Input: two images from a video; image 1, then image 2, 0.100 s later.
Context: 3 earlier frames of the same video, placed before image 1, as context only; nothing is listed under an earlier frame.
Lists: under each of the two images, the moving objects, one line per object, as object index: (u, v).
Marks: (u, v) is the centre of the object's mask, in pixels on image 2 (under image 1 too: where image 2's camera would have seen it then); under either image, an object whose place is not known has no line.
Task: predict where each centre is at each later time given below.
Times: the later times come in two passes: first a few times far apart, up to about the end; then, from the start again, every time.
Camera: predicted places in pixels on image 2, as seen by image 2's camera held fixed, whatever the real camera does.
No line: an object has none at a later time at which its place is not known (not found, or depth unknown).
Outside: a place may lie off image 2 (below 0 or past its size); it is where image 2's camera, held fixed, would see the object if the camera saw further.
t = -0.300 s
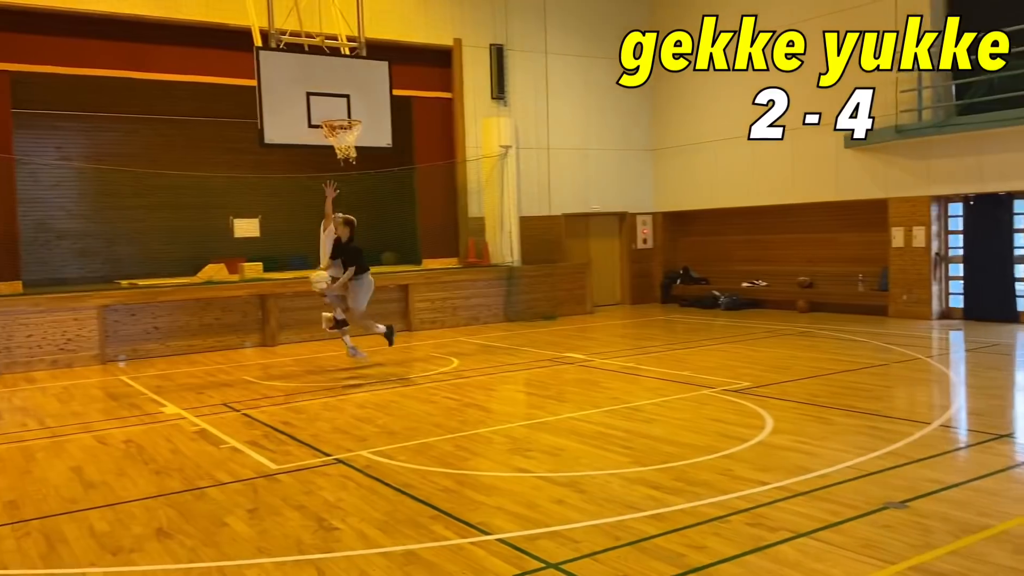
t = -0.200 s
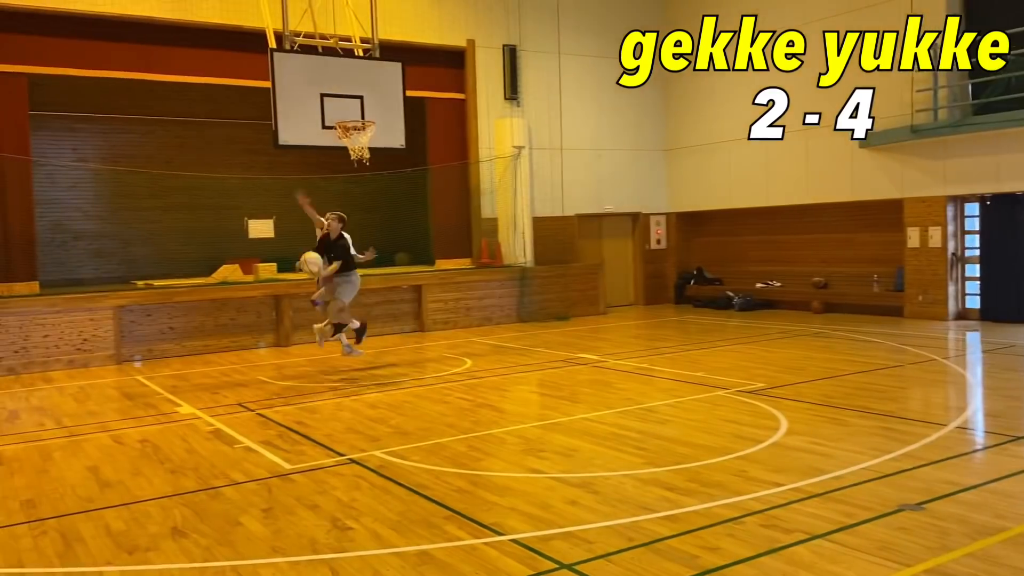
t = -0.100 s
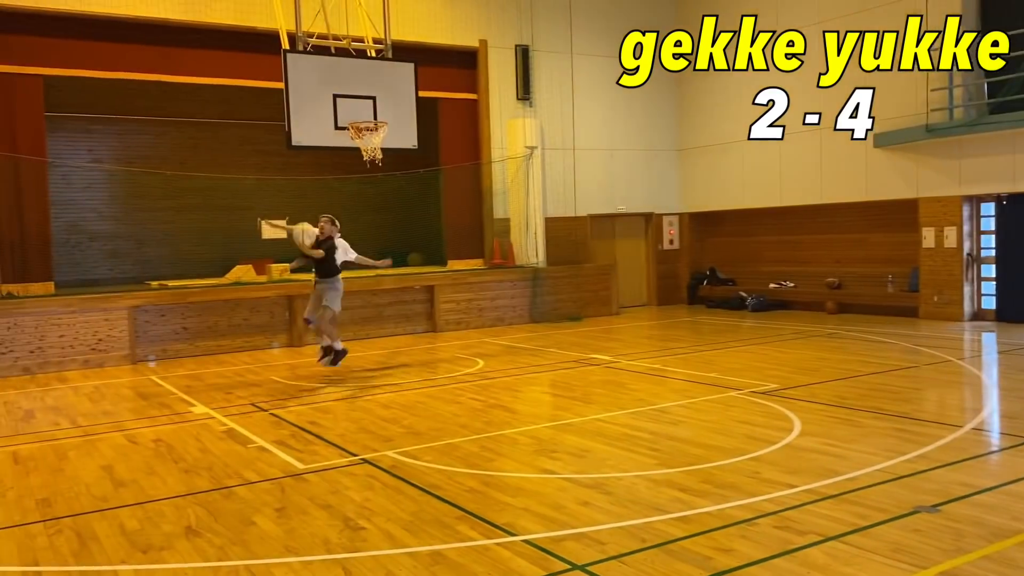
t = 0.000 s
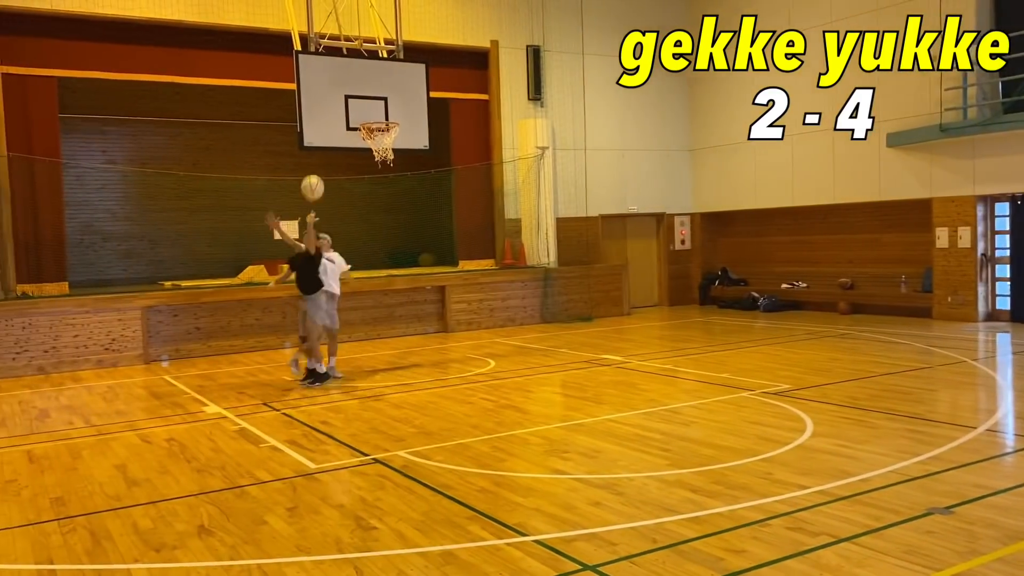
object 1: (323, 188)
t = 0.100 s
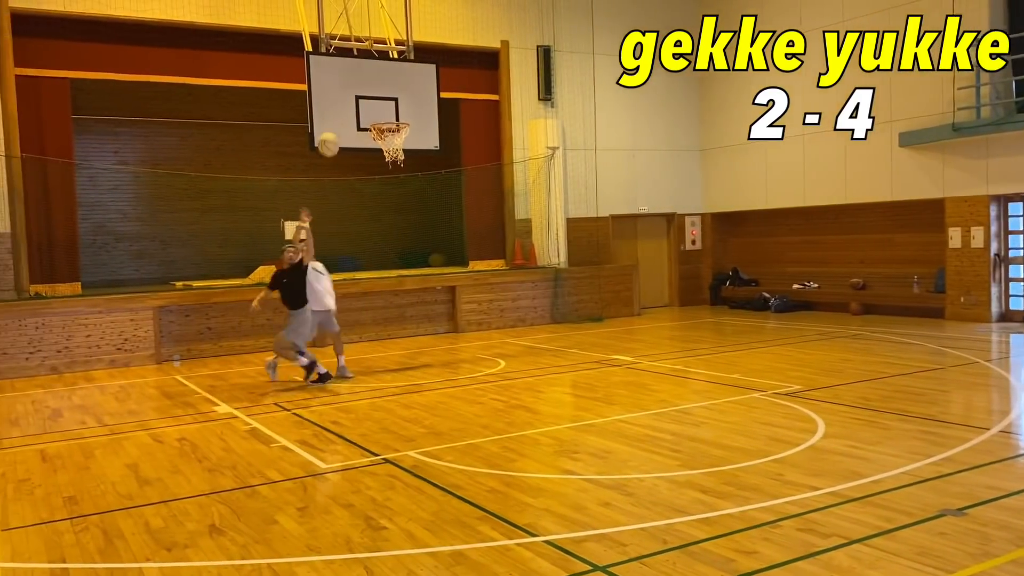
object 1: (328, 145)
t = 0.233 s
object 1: (335, 103)
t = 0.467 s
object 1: (348, 71)
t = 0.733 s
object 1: (379, 92)
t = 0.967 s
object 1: (402, 105)
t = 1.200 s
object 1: (420, 124)
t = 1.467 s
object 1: (449, 208)
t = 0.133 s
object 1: (330, 130)
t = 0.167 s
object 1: (331, 121)
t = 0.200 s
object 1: (333, 111)
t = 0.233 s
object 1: (335, 103)
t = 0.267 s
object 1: (337, 95)
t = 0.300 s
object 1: (339, 88)
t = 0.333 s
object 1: (341, 83)
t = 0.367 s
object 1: (343, 79)
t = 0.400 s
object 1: (345, 75)
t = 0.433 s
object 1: (347, 72)
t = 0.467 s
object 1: (348, 71)
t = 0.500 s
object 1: (350, 72)
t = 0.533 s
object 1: (352, 72)
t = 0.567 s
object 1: (355, 73)
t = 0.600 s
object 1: (360, 76)
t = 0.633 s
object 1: (365, 77)
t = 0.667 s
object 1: (369, 81)
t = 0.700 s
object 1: (375, 86)
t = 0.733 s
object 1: (379, 92)
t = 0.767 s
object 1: (383, 98)
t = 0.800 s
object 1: (388, 106)
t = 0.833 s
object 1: (393, 113)
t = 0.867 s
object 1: (395, 110)
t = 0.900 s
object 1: (397, 108)
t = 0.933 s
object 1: (399, 106)
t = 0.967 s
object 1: (402, 105)
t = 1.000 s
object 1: (404, 105)
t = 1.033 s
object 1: (407, 105)
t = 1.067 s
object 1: (409, 107)
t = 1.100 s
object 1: (413, 111)
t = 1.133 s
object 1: (415, 114)
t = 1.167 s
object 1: (418, 118)
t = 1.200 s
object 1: (420, 124)
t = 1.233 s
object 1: (423, 131)
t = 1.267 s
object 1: (427, 139)
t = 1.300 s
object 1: (430, 148)
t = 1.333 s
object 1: (434, 159)
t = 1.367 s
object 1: (437, 169)
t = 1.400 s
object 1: (441, 181)
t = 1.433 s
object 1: (445, 194)
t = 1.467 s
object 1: (449, 208)
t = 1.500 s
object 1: (452, 224)
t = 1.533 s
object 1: (456, 240)
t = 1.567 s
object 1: (460, 256)
